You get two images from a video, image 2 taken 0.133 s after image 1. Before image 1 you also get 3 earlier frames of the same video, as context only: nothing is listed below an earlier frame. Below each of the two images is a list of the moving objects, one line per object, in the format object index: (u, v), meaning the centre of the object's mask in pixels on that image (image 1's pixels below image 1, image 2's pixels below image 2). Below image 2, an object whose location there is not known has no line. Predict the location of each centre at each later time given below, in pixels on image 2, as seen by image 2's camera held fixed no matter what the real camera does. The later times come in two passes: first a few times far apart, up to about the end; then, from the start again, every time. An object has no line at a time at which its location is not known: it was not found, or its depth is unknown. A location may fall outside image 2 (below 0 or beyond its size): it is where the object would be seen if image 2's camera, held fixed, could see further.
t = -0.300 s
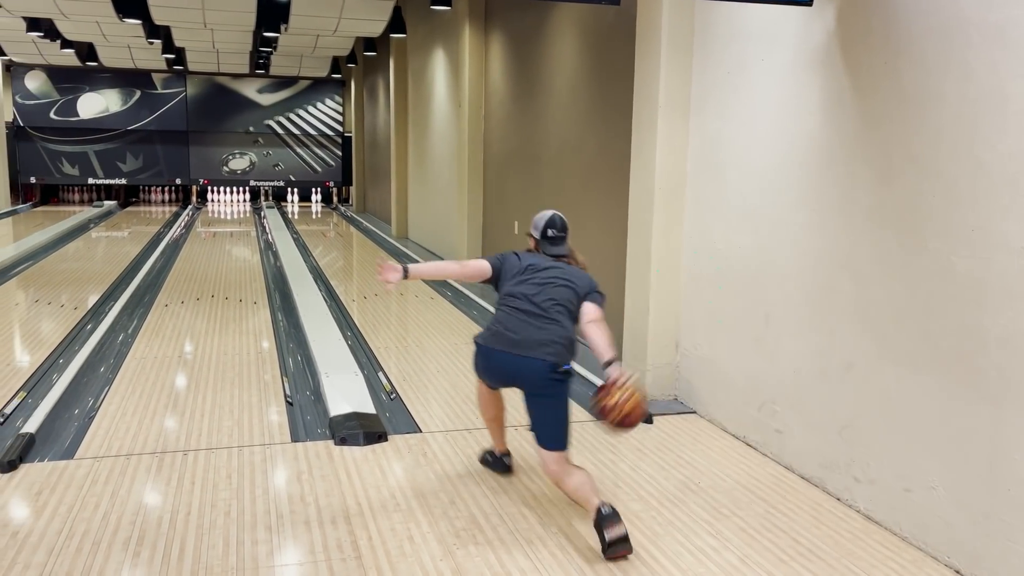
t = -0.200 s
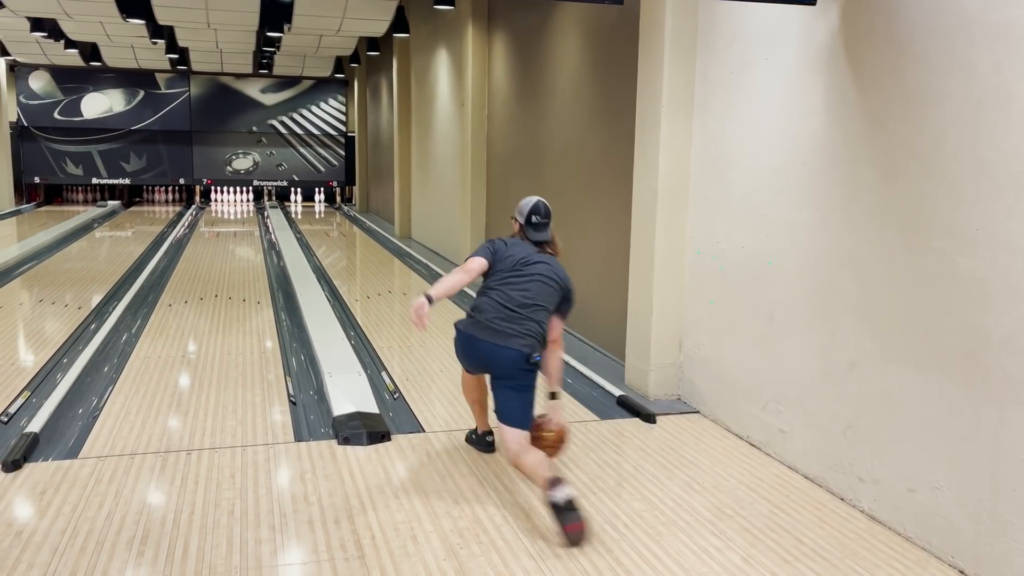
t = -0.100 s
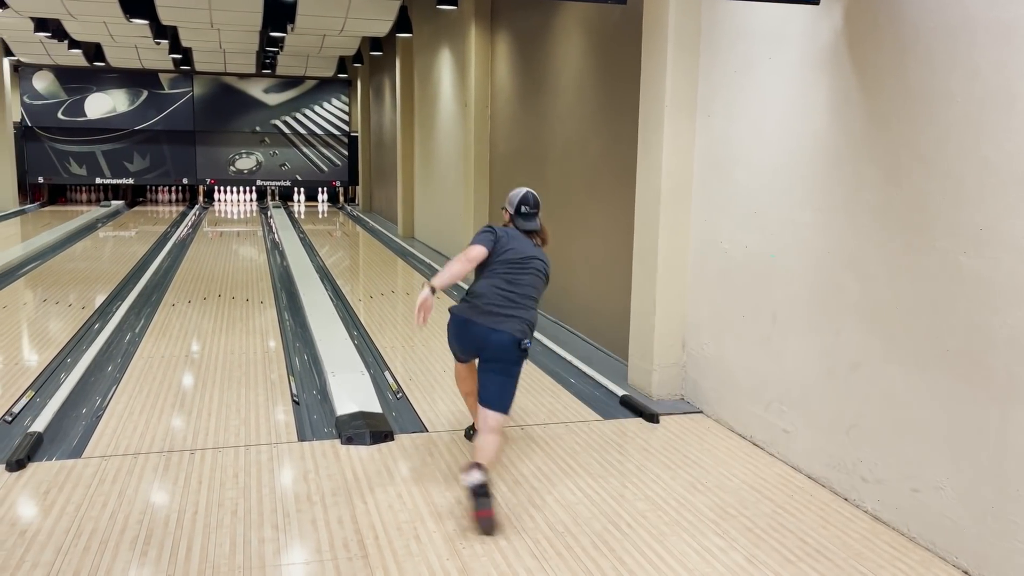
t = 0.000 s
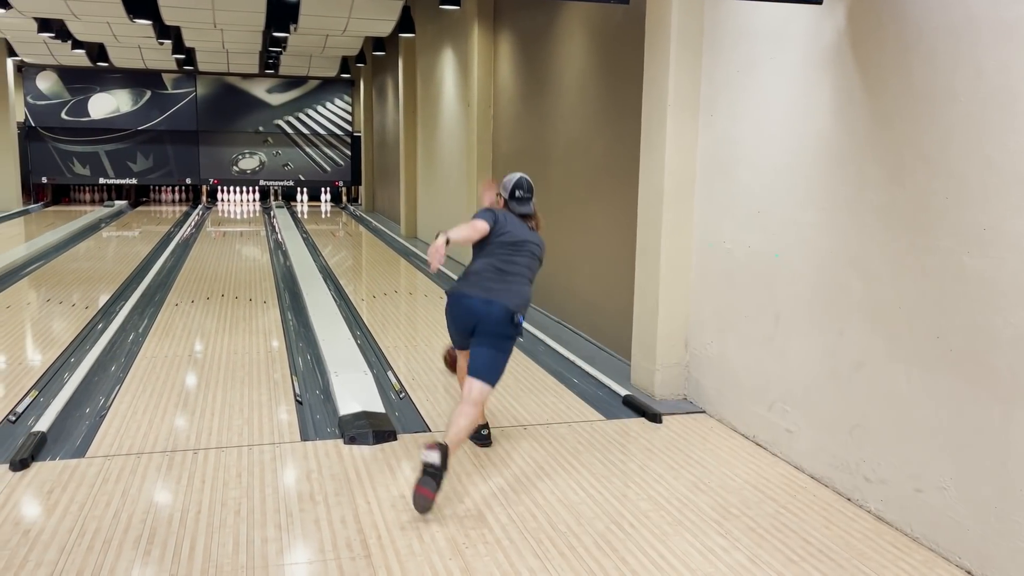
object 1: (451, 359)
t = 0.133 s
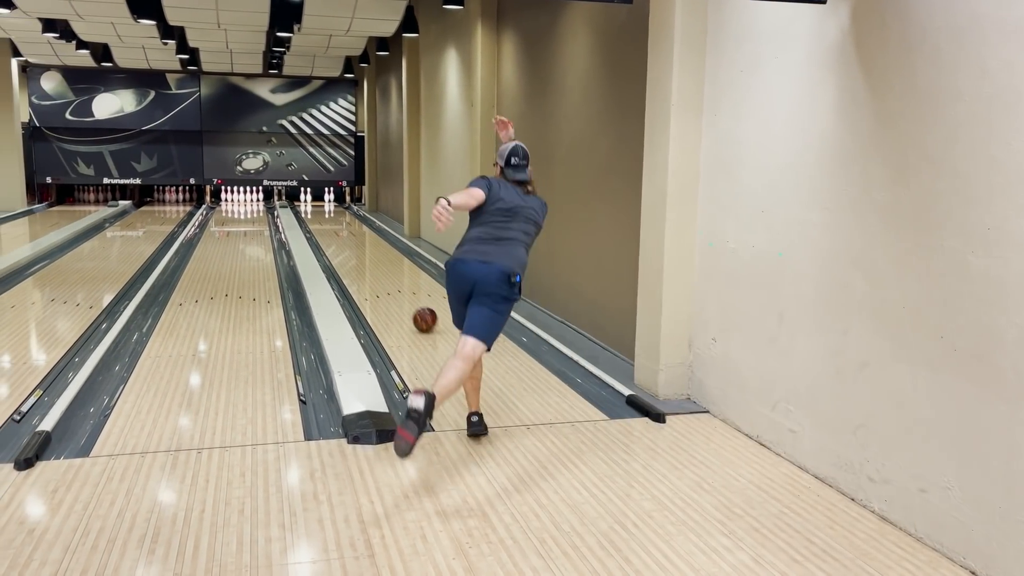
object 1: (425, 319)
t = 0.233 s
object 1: (405, 299)
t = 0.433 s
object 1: (376, 269)
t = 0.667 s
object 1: (353, 246)
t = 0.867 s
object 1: (339, 232)
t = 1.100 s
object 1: (327, 220)
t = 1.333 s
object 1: (318, 211)
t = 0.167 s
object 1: (418, 312)
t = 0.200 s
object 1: (411, 305)
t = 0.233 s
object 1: (405, 299)
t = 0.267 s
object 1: (399, 293)
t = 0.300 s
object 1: (394, 288)
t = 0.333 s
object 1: (389, 283)
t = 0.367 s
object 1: (385, 278)
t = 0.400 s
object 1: (380, 274)
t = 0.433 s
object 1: (376, 269)
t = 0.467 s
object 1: (372, 265)
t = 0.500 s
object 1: (369, 262)
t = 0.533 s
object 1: (365, 258)
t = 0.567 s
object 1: (362, 255)
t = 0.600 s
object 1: (359, 252)
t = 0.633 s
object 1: (356, 249)
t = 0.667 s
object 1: (353, 246)
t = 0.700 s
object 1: (351, 243)
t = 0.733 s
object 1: (348, 241)
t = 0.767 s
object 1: (346, 238)
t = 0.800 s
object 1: (343, 236)
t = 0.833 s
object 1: (341, 234)
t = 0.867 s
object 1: (339, 232)
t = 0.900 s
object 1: (337, 230)
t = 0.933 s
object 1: (335, 228)
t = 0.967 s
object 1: (333, 227)
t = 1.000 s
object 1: (332, 225)
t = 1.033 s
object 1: (330, 223)
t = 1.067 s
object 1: (328, 221)
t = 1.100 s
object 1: (327, 220)
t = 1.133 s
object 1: (325, 218)
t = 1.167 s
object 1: (324, 217)
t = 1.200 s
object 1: (323, 216)
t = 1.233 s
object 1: (321, 214)
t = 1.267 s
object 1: (319, 212)
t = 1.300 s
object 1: (318, 212)
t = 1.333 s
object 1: (318, 211)
